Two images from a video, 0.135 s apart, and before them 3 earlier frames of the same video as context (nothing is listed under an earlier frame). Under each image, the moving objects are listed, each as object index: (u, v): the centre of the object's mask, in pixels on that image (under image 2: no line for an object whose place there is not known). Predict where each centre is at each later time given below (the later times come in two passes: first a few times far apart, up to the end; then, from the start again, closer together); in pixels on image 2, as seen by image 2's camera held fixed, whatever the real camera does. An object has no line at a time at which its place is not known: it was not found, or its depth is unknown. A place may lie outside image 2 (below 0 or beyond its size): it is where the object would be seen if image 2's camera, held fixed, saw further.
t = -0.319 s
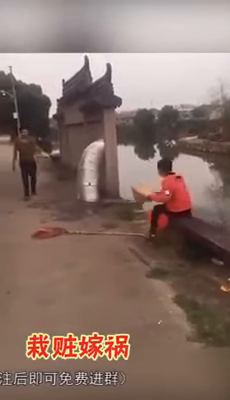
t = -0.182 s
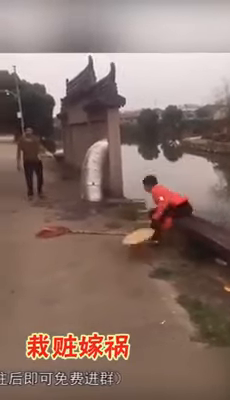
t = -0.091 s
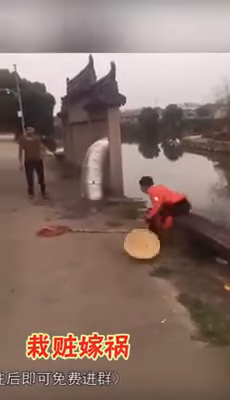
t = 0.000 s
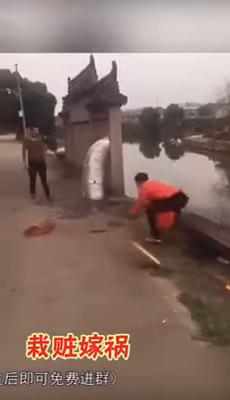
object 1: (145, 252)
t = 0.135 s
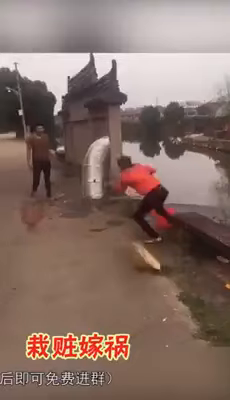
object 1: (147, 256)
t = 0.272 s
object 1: (142, 261)
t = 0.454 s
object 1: (126, 265)
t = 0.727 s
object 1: (119, 263)
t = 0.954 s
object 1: (120, 262)
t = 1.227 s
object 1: (122, 264)
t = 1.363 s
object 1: (127, 265)
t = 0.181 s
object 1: (147, 256)
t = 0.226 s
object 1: (144, 260)
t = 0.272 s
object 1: (142, 261)
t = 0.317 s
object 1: (140, 263)
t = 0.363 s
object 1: (133, 265)
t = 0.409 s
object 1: (130, 266)
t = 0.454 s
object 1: (126, 265)
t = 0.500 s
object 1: (125, 265)
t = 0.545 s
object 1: (123, 265)
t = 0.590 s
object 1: (121, 264)
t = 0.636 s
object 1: (120, 263)
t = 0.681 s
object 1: (120, 263)
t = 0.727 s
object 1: (119, 263)
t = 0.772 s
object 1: (119, 263)
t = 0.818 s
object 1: (119, 262)
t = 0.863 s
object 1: (119, 262)
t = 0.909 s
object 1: (119, 262)
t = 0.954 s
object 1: (120, 262)
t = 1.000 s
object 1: (120, 263)
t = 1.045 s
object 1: (120, 263)
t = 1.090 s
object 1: (121, 264)
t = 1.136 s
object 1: (122, 264)
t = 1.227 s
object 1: (122, 264)
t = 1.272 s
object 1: (123, 265)
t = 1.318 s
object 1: (125, 265)
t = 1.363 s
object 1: (127, 265)
